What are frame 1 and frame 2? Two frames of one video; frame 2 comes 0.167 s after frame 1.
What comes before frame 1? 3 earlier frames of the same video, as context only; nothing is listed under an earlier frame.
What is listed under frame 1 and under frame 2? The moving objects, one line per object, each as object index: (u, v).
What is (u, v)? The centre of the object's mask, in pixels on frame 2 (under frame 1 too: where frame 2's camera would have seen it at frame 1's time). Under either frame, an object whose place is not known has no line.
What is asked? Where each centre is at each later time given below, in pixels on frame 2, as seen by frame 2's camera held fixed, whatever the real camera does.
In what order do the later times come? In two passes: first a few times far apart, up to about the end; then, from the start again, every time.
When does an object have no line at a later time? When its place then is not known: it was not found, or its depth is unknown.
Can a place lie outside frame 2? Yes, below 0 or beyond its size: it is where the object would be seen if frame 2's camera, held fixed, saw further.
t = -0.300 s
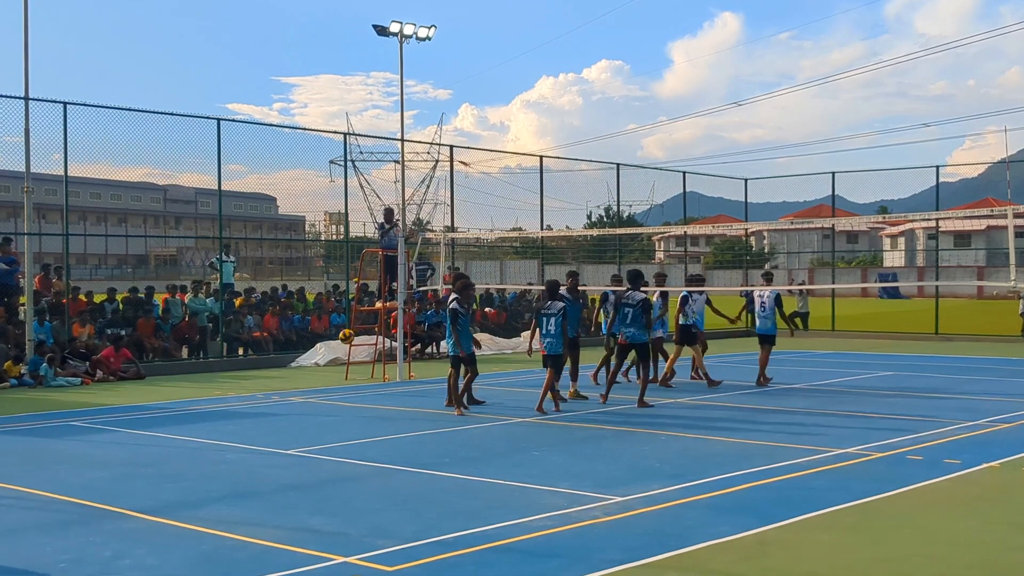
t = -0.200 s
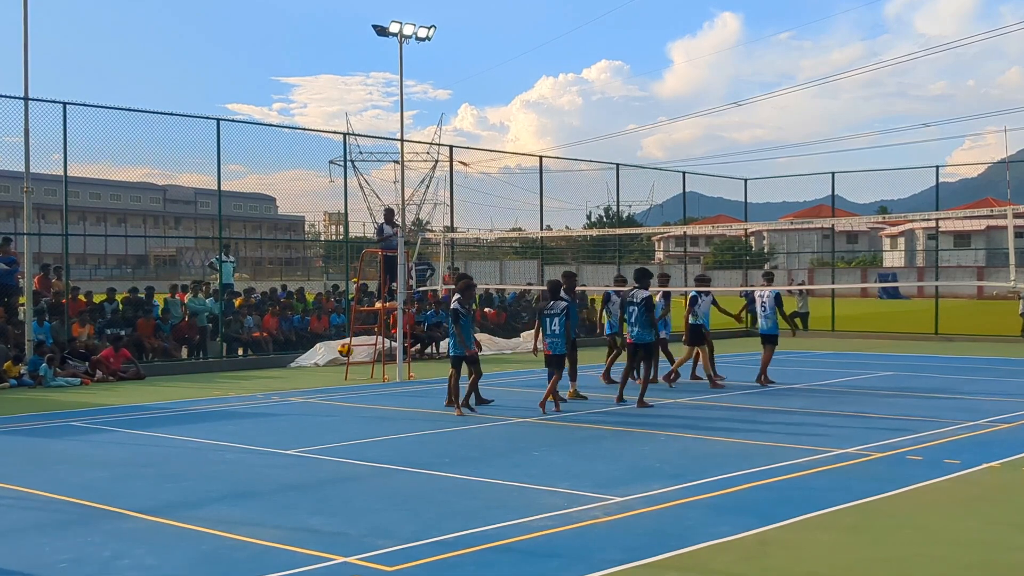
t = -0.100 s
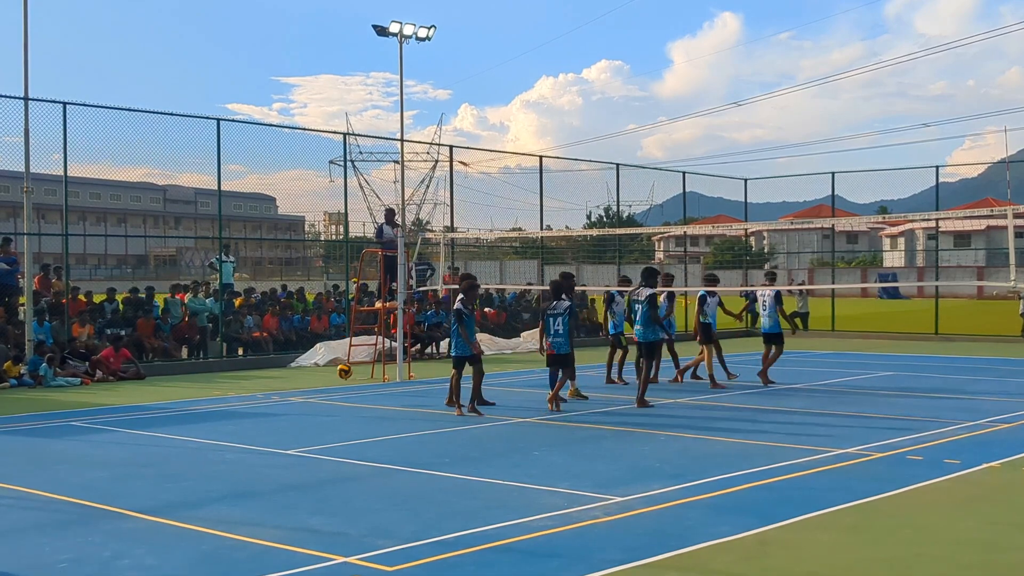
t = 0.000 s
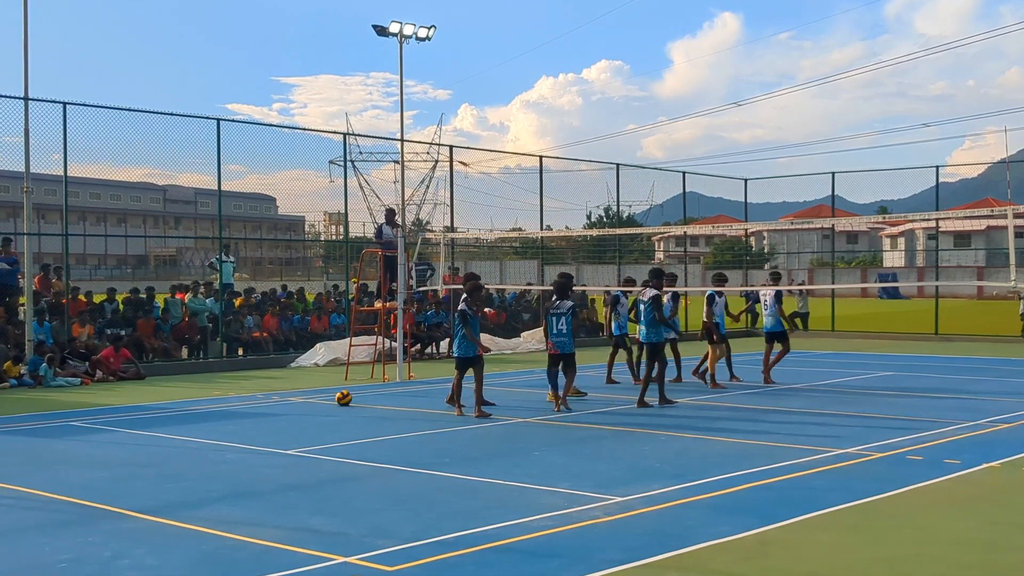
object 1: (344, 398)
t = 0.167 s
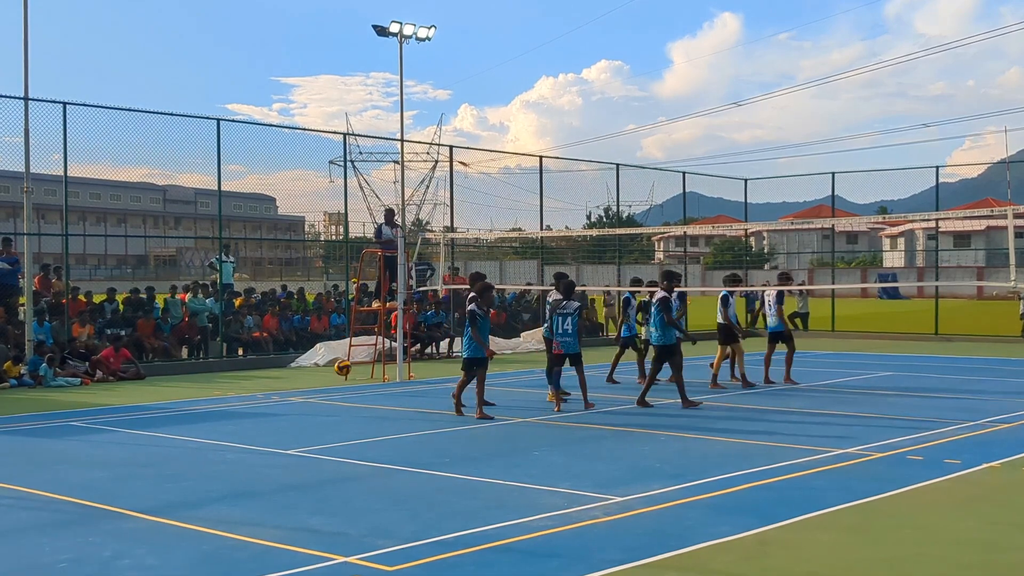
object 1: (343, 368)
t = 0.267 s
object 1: (342, 360)
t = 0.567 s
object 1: (341, 380)
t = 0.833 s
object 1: (343, 398)
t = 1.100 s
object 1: (348, 409)
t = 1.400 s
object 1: (353, 413)
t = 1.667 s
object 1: (357, 452)
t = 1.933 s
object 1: (361, 445)
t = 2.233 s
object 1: (366, 456)
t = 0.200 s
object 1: (343, 364)
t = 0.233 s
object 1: (342, 361)
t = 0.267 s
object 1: (342, 360)
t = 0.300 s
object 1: (343, 358)
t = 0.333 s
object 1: (342, 357)
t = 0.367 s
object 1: (342, 357)
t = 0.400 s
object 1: (342, 359)
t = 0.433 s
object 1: (342, 362)
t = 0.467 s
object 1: (342, 365)
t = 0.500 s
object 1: (342, 369)
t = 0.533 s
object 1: (342, 374)
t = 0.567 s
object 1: (341, 380)
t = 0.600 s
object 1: (342, 387)
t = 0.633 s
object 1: (341, 396)
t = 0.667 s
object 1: (342, 405)
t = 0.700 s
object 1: (341, 415)
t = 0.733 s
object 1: (342, 410)
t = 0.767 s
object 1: (342, 405)
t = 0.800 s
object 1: (343, 401)
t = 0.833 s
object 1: (343, 398)
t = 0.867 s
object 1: (344, 396)
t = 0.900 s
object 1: (344, 395)
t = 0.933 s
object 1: (345, 394)
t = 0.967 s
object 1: (346, 395)
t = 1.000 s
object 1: (346, 397)
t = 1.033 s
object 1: (347, 400)
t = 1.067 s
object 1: (347, 404)
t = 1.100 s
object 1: (348, 409)
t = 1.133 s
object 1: (349, 415)
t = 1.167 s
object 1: (349, 423)
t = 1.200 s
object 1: (350, 432)
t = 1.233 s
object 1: (350, 428)
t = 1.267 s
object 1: (351, 423)
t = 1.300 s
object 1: (351, 419)
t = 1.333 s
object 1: (352, 415)
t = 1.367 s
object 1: (352, 414)
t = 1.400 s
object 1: (353, 413)
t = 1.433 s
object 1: (354, 414)
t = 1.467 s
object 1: (354, 416)
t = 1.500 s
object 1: (355, 418)
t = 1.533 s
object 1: (355, 422)
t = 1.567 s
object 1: (356, 427)
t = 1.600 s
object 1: (356, 434)
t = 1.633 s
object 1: (356, 443)
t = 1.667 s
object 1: (357, 452)
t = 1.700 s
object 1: (358, 446)
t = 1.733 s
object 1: (358, 442)
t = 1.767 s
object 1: (359, 439)
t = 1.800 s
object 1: (360, 437)
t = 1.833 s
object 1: (360, 438)
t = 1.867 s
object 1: (361, 439)
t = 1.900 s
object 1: (361, 441)
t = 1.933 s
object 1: (361, 445)
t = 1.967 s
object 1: (362, 450)
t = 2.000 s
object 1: (362, 456)
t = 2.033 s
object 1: (363, 463)
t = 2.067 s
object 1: (363, 471)
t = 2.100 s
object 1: (364, 466)
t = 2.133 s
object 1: (365, 461)
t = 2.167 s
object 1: (365, 459)
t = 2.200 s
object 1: (366, 456)
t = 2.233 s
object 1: (366, 456)
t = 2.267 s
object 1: (367, 456)
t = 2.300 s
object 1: (367, 459)
